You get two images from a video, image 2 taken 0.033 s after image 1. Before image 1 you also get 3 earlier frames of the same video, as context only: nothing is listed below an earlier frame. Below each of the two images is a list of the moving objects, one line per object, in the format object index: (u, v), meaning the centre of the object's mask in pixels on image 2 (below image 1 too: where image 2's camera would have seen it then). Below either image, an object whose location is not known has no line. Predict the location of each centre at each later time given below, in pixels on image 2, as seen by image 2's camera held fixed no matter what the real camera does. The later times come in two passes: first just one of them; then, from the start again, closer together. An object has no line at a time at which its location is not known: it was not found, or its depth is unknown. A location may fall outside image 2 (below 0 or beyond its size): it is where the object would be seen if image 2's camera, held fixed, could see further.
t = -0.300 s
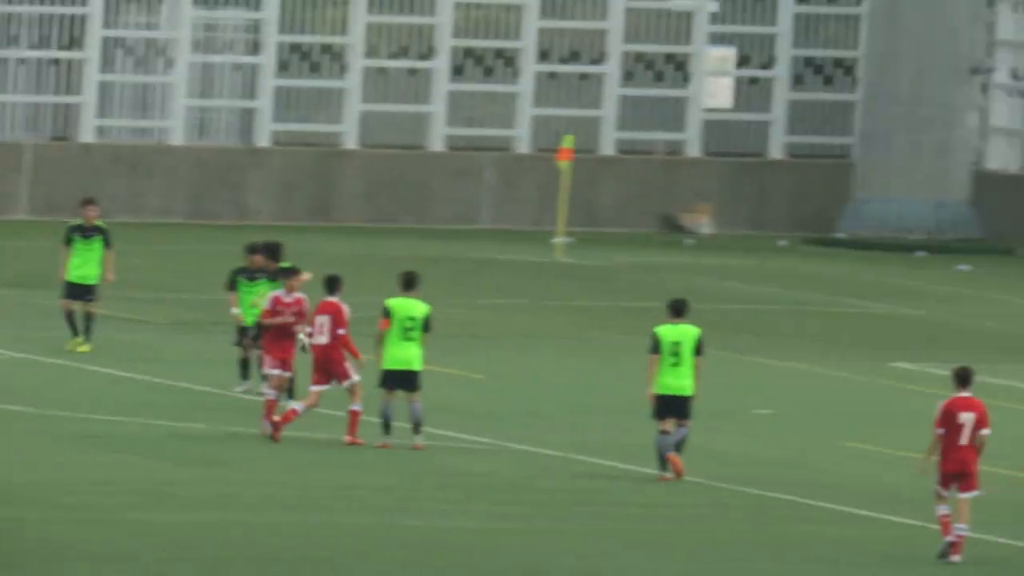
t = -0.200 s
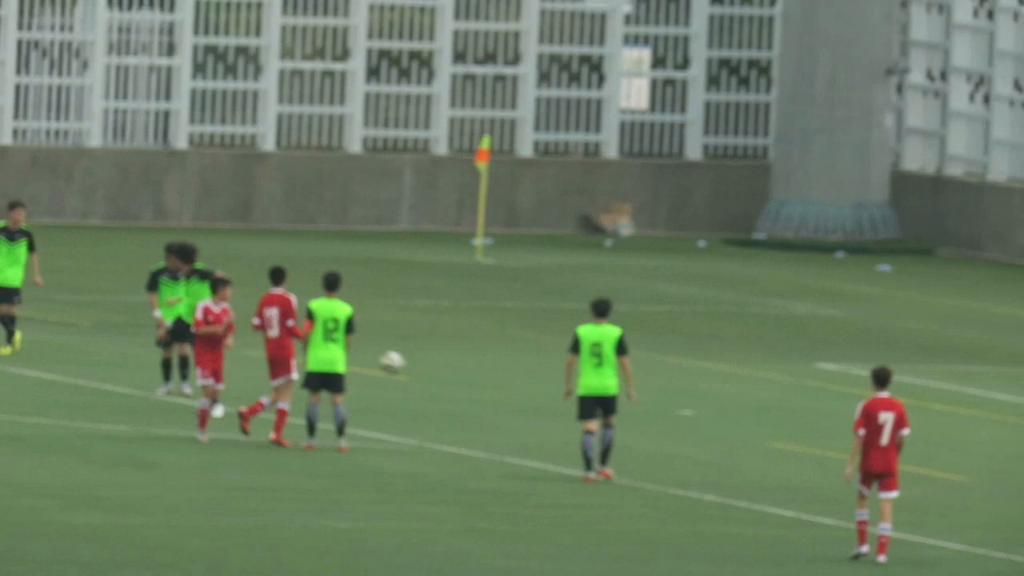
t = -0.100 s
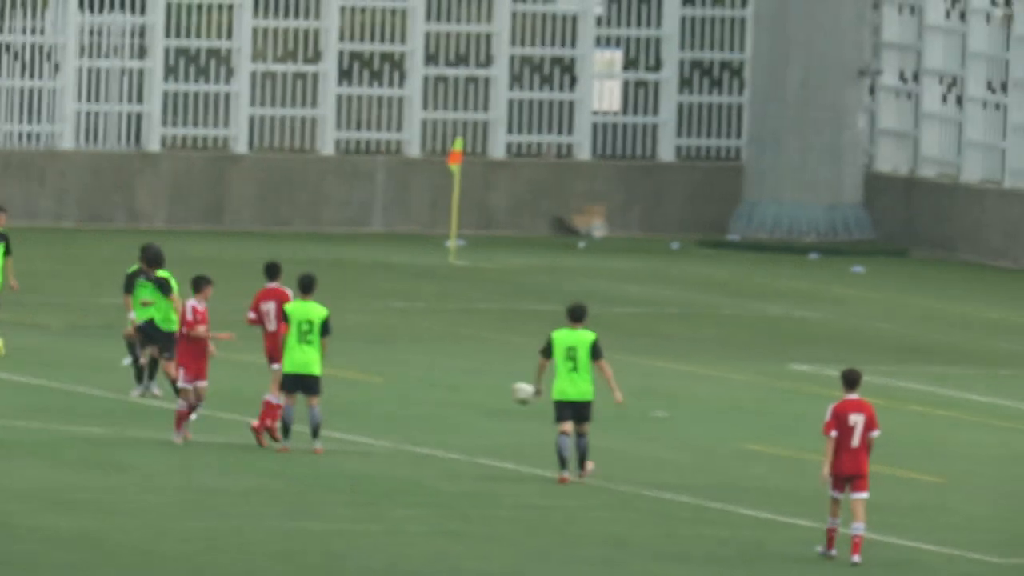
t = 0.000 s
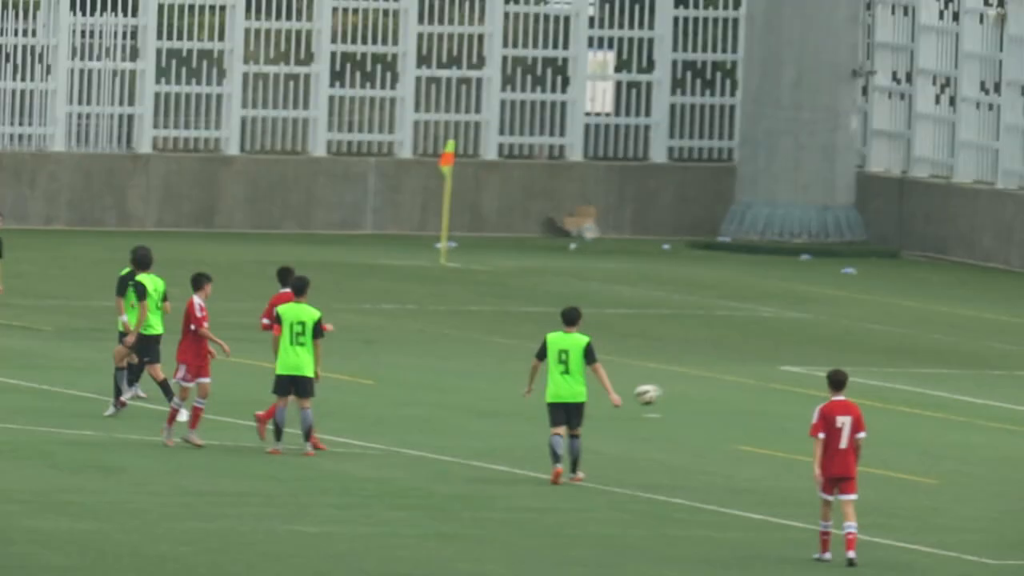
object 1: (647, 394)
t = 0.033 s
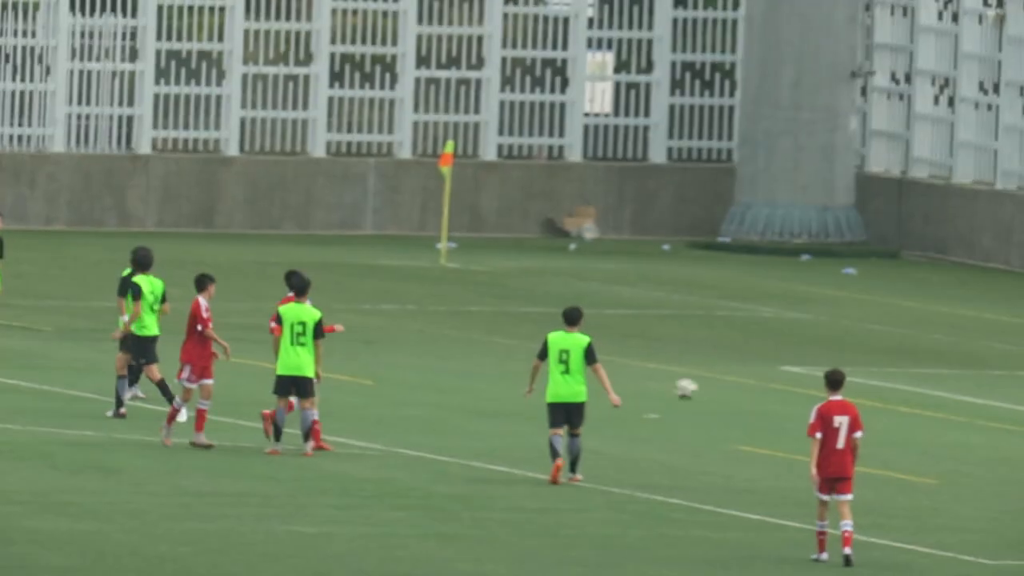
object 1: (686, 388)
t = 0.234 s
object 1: (913, 384)
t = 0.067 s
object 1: (725, 383)
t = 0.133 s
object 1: (799, 379)
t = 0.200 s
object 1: (874, 381)
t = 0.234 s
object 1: (913, 384)
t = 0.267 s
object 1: (951, 389)
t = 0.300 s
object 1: (989, 394)
